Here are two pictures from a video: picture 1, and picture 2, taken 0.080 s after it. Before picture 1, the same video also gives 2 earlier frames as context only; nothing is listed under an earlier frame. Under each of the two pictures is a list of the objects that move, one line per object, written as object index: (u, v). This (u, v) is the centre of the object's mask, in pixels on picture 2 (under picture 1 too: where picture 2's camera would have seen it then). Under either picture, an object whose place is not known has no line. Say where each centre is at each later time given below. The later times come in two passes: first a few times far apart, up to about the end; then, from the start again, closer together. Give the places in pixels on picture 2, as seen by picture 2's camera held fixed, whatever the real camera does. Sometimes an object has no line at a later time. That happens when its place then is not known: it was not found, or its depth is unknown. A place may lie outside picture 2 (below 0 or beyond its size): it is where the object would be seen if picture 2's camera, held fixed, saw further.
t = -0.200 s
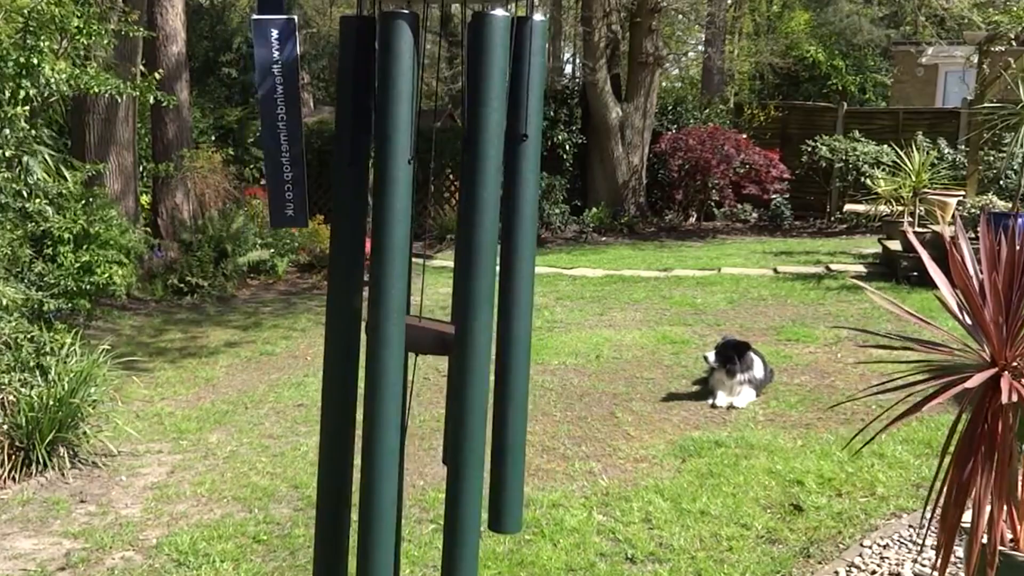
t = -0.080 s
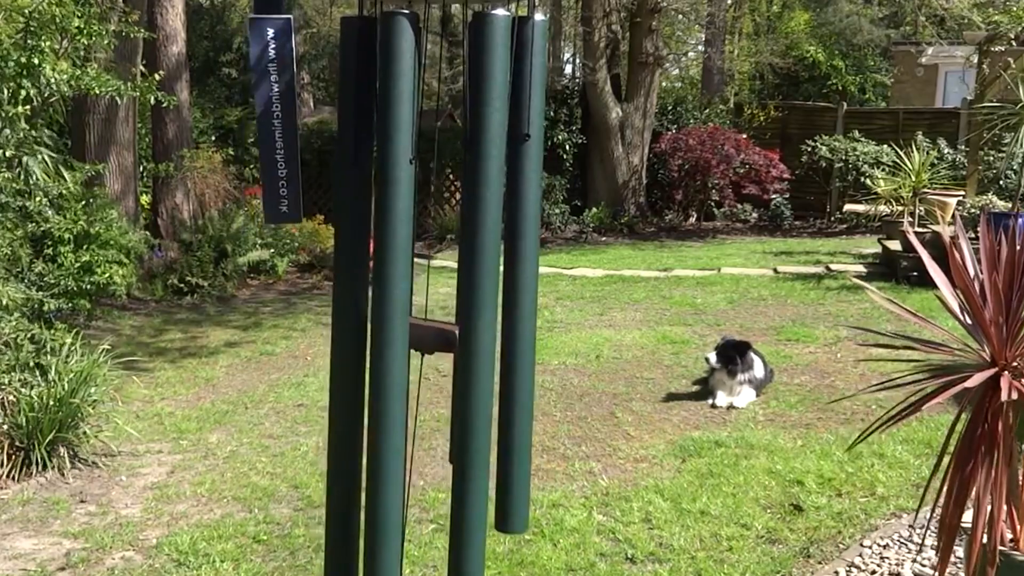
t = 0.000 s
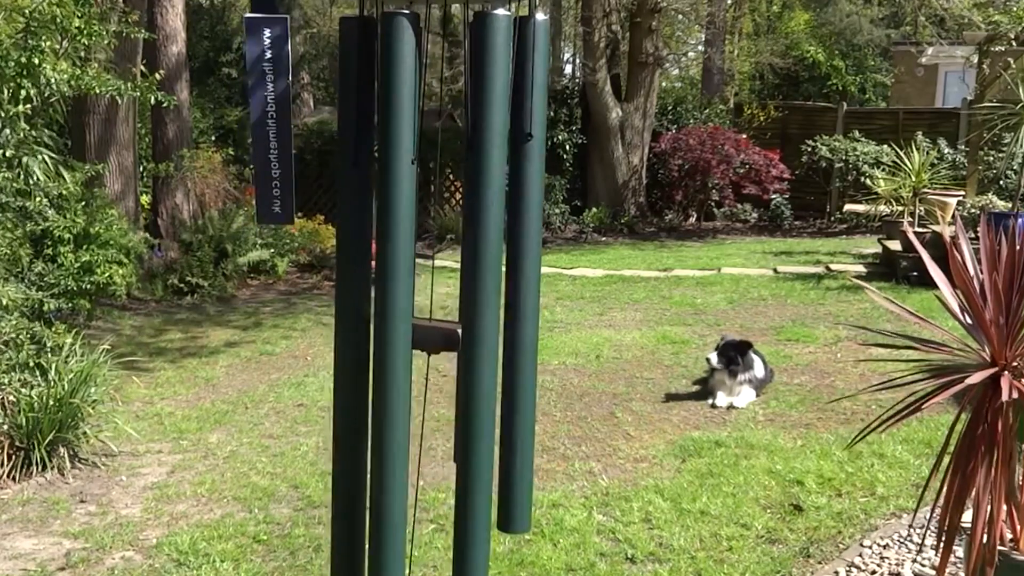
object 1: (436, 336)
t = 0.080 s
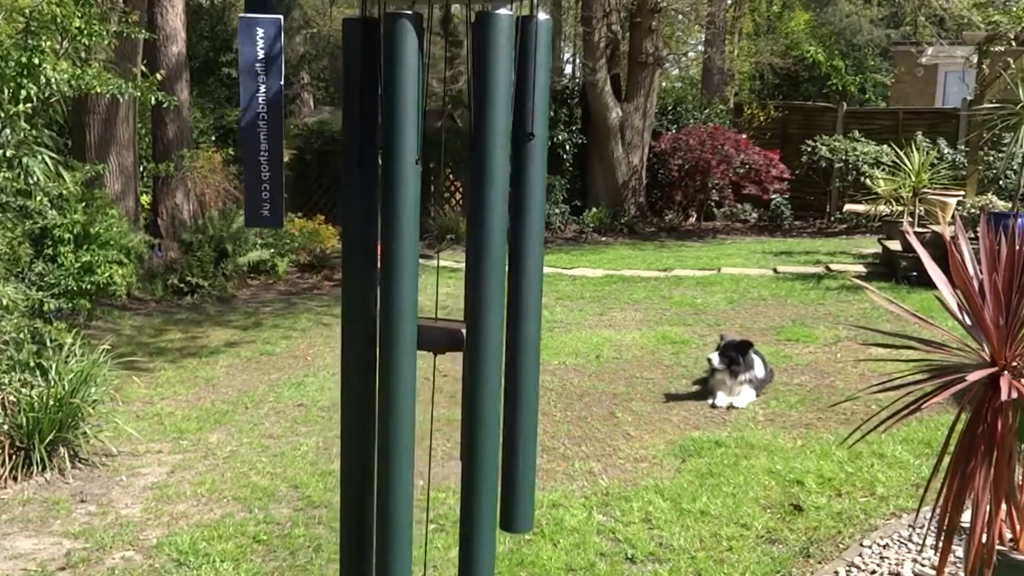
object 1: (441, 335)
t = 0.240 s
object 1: (446, 335)
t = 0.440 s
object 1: (448, 333)
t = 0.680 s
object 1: (438, 332)
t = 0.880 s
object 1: (432, 332)
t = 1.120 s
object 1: (432, 336)
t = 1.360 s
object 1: (434, 337)
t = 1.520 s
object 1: (437, 338)
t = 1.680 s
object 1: (439, 336)
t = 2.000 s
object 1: (444, 333)
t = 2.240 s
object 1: (443, 330)
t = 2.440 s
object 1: (438, 333)
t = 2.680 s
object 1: (432, 334)
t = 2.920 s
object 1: (431, 335)
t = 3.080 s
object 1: (435, 334)
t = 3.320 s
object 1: (443, 333)
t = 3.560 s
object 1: (448, 332)
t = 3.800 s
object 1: (440, 332)
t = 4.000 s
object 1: (430, 334)
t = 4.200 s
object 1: (425, 333)
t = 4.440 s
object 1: (435, 335)
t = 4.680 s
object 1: (447, 333)
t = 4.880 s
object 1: (449, 332)
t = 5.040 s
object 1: (443, 332)
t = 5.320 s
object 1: (431, 332)
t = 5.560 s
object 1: (429, 335)
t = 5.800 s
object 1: (437, 336)
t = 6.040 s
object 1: (448, 334)
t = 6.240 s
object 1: (448, 333)
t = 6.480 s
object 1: (440, 331)
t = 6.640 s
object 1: (433, 332)
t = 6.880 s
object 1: (432, 334)
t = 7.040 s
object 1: (435, 335)
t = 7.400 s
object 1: (447, 334)
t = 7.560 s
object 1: (449, 333)
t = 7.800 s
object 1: (447, 331)
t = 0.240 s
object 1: (446, 335)
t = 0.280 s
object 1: (448, 335)
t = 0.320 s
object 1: (448, 334)
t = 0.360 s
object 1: (448, 334)
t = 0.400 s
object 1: (448, 334)
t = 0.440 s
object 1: (448, 333)
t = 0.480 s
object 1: (446, 333)
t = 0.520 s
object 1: (445, 333)
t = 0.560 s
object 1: (444, 332)
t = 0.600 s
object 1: (442, 332)
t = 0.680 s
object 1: (438, 332)
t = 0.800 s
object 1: (434, 332)
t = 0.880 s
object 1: (432, 332)
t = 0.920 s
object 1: (431, 332)
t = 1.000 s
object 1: (431, 334)
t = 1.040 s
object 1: (430, 334)
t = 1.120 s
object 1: (432, 336)
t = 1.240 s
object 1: (432, 337)
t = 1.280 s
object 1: (433, 337)
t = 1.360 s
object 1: (434, 337)
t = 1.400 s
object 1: (435, 338)
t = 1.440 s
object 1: (436, 337)
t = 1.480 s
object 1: (436, 338)
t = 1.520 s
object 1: (437, 338)
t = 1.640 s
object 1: (438, 337)
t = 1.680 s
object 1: (439, 336)
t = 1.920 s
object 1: (443, 333)
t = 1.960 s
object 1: (444, 333)
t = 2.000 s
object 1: (444, 333)
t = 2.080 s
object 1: (444, 332)
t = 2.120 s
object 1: (444, 330)
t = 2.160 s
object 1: (444, 330)
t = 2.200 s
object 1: (444, 330)
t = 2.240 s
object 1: (443, 330)
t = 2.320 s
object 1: (442, 331)
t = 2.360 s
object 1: (441, 331)
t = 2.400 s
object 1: (440, 332)
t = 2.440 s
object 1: (438, 333)
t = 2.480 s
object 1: (437, 333)
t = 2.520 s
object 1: (436, 333)
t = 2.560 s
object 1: (434, 333)
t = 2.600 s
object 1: (434, 333)
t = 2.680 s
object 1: (432, 334)
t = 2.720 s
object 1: (432, 334)
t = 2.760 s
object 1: (431, 335)
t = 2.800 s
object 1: (431, 335)
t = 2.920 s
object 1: (431, 335)
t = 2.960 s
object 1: (432, 334)
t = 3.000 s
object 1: (433, 334)
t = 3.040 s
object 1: (434, 334)
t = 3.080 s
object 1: (435, 334)
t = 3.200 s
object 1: (440, 334)
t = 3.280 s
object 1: (442, 334)
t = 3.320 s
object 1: (443, 333)
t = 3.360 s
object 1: (445, 333)
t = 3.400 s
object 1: (446, 333)
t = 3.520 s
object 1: (448, 333)
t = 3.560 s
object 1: (448, 332)
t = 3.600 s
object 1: (447, 332)
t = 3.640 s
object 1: (446, 331)
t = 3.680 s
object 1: (445, 331)
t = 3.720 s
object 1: (444, 331)
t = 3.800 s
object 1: (440, 332)
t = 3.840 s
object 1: (438, 332)
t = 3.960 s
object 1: (433, 333)
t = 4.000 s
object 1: (430, 334)
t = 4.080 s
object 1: (427, 334)
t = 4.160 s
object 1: (426, 334)
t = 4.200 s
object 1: (425, 333)
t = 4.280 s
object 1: (427, 334)
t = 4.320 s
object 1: (429, 334)
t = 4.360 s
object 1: (429, 335)
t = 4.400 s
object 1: (433, 335)
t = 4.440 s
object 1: (435, 335)
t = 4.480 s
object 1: (437, 336)
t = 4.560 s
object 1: (441, 335)
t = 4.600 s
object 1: (444, 334)
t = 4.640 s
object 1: (445, 334)
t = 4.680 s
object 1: (447, 333)
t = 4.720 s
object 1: (448, 333)
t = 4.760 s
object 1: (449, 333)
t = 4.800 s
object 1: (449, 332)
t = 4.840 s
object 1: (449, 332)
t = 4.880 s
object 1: (449, 332)
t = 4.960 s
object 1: (447, 332)
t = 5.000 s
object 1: (445, 332)
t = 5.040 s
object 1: (443, 332)
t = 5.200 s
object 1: (435, 332)
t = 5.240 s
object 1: (433, 332)
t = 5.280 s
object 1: (432, 332)
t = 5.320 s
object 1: (431, 332)
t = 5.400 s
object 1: (429, 332)
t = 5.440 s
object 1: (428, 333)
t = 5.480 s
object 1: (428, 334)
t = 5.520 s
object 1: (429, 334)
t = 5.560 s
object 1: (429, 335)
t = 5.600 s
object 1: (430, 335)
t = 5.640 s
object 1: (432, 336)
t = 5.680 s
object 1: (433, 336)
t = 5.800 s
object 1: (437, 336)
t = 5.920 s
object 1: (443, 335)
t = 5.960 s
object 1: (445, 334)
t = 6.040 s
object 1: (448, 334)
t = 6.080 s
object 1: (449, 334)
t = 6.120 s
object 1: (449, 334)
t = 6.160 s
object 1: (449, 334)
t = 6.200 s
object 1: (449, 333)
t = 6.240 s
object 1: (448, 333)
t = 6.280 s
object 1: (447, 333)
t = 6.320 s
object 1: (446, 332)
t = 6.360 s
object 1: (445, 332)
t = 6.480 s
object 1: (440, 331)
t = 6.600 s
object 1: (435, 331)
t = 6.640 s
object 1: (433, 332)
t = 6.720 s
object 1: (432, 333)
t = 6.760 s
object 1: (431, 333)
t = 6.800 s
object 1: (431, 334)
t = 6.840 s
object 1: (431, 334)
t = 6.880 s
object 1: (432, 334)
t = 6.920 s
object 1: (433, 335)
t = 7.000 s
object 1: (434, 335)
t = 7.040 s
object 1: (435, 335)
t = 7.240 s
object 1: (442, 334)
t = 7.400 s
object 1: (447, 334)
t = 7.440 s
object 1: (447, 334)
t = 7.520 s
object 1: (448, 333)
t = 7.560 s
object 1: (449, 333)
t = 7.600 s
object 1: (449, 333)
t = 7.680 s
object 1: (449, 332)
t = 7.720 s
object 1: (448, 332)
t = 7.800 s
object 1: (447, 331)
